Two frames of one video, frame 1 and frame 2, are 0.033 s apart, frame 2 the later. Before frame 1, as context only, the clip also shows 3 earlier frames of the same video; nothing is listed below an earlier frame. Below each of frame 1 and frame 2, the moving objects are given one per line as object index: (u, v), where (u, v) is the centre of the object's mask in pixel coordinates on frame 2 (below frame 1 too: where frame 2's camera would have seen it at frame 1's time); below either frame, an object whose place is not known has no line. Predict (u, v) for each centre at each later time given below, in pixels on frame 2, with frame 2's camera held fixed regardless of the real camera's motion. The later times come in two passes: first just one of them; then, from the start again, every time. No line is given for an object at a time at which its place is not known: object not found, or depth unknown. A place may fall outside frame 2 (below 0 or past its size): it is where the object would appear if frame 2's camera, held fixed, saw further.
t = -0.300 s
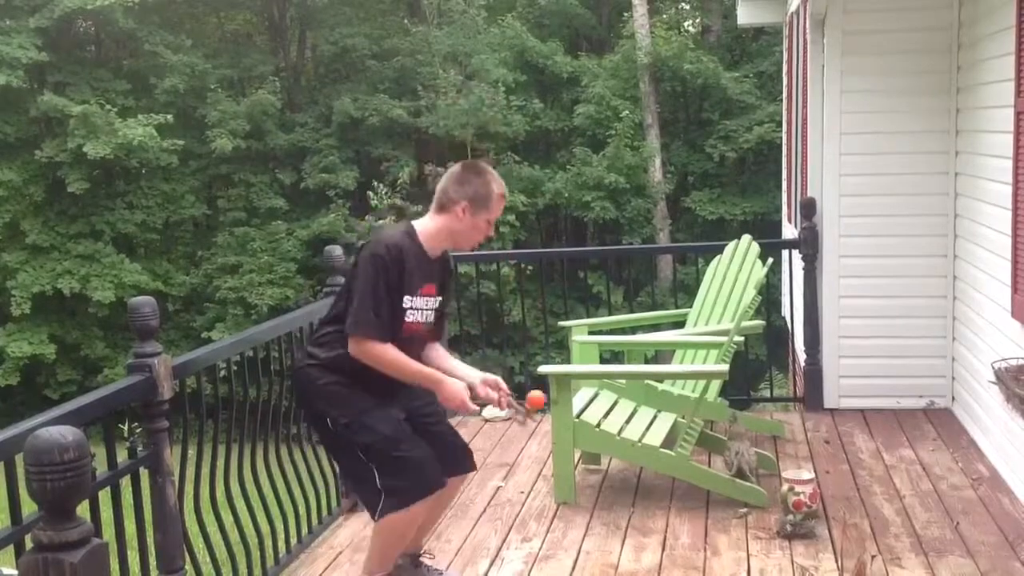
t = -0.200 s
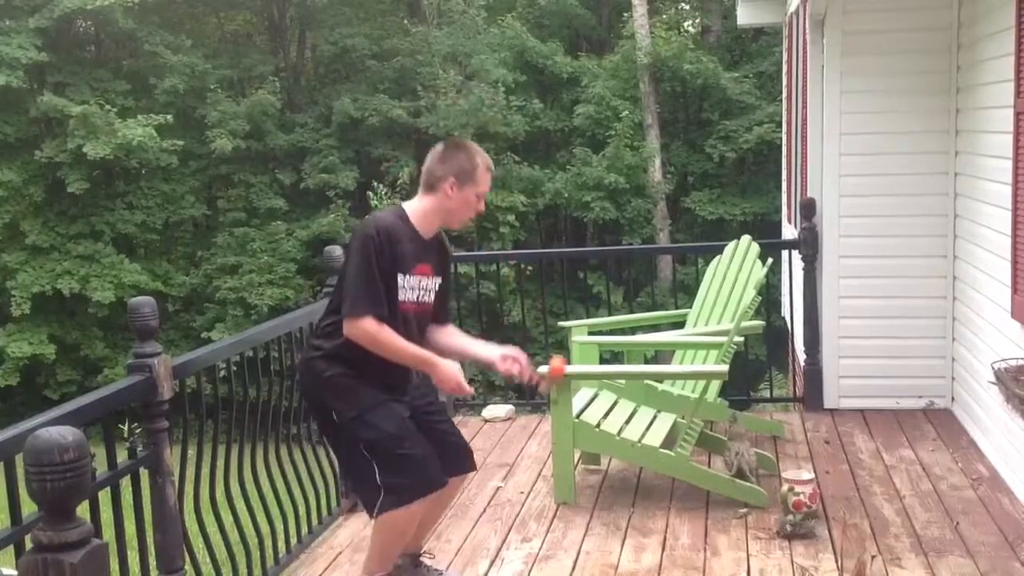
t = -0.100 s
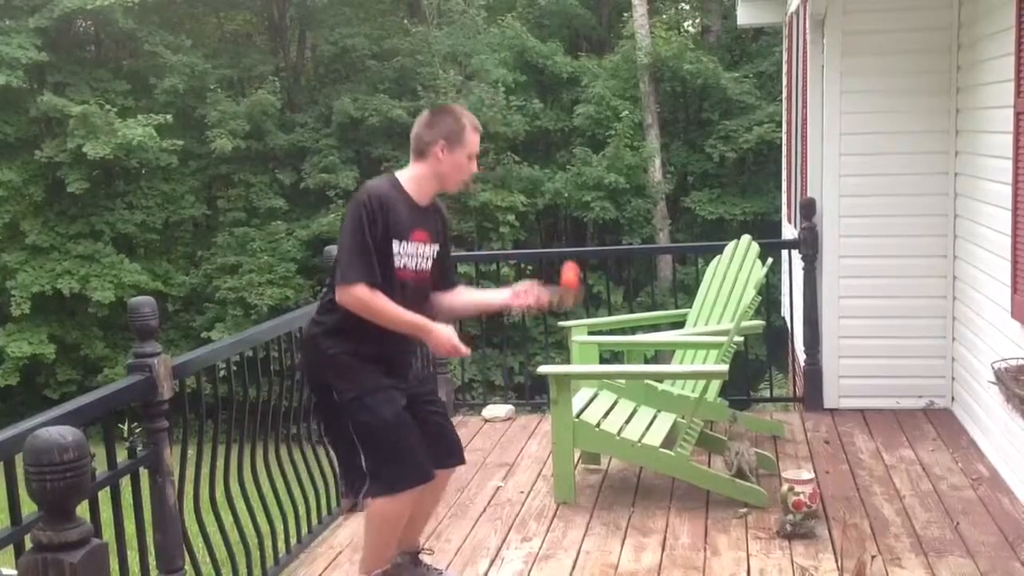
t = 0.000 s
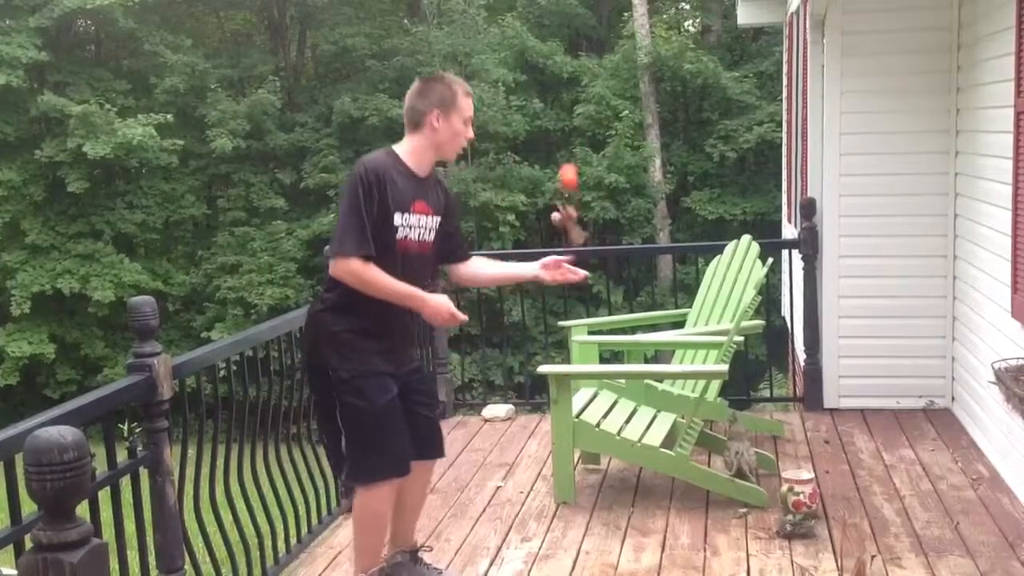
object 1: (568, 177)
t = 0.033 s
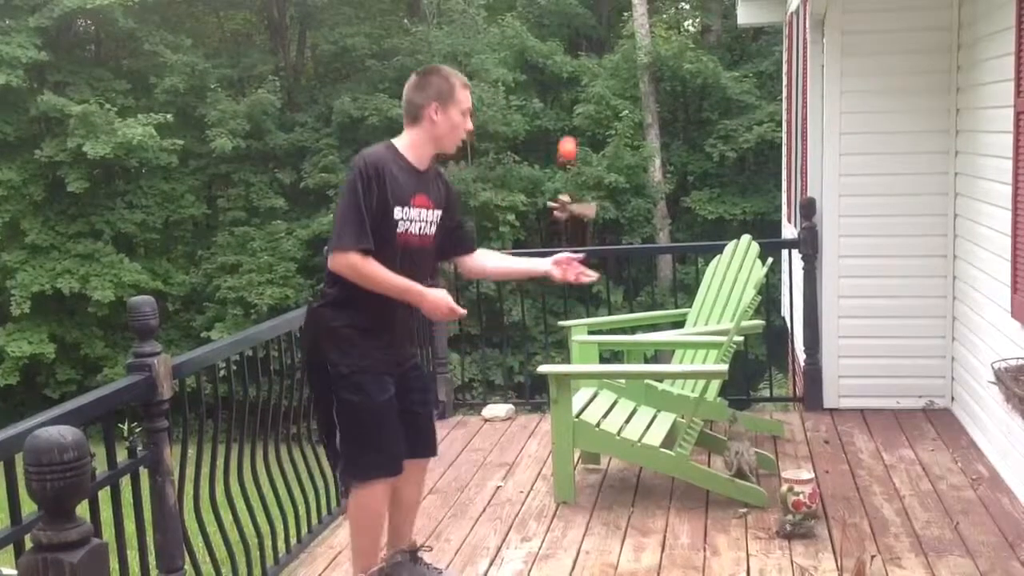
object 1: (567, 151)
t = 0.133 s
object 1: (566, 87)
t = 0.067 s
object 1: (566, 126)
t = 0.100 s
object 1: (566, 103)
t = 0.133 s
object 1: (566, 87)
